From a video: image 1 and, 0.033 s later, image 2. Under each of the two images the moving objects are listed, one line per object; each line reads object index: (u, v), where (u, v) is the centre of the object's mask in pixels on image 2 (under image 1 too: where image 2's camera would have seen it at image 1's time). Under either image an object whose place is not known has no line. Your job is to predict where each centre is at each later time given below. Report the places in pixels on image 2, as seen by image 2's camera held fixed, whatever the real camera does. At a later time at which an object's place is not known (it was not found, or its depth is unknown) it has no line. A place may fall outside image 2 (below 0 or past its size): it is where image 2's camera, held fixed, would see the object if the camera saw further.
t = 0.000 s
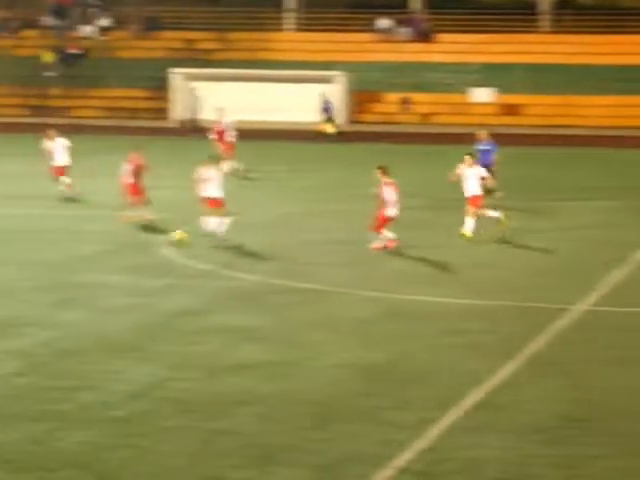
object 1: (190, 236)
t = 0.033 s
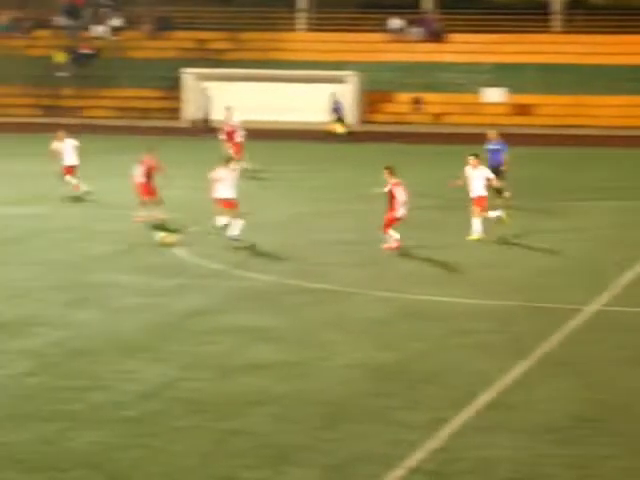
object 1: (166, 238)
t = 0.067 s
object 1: (142, 236)
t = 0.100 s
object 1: (119, 236)
